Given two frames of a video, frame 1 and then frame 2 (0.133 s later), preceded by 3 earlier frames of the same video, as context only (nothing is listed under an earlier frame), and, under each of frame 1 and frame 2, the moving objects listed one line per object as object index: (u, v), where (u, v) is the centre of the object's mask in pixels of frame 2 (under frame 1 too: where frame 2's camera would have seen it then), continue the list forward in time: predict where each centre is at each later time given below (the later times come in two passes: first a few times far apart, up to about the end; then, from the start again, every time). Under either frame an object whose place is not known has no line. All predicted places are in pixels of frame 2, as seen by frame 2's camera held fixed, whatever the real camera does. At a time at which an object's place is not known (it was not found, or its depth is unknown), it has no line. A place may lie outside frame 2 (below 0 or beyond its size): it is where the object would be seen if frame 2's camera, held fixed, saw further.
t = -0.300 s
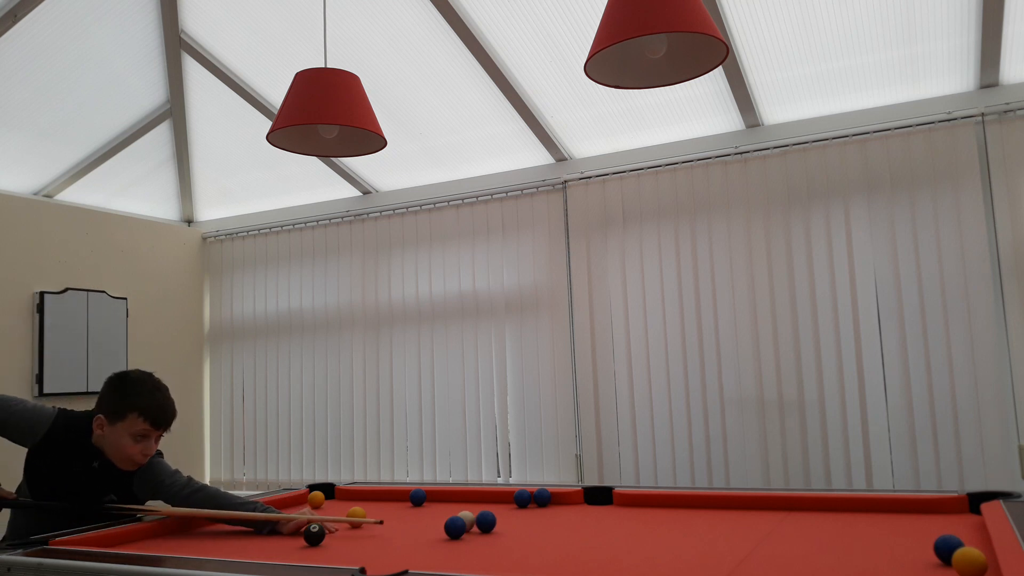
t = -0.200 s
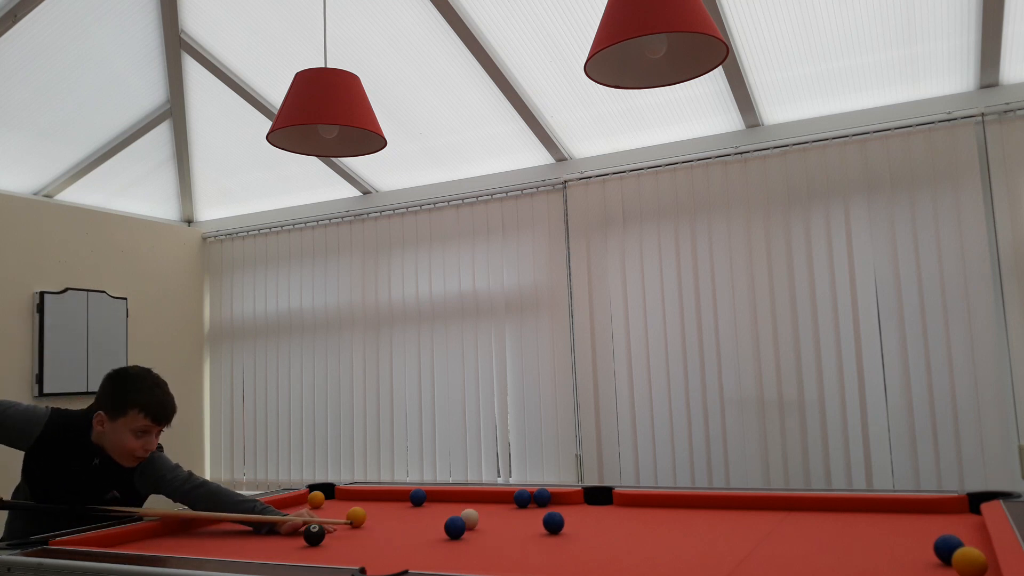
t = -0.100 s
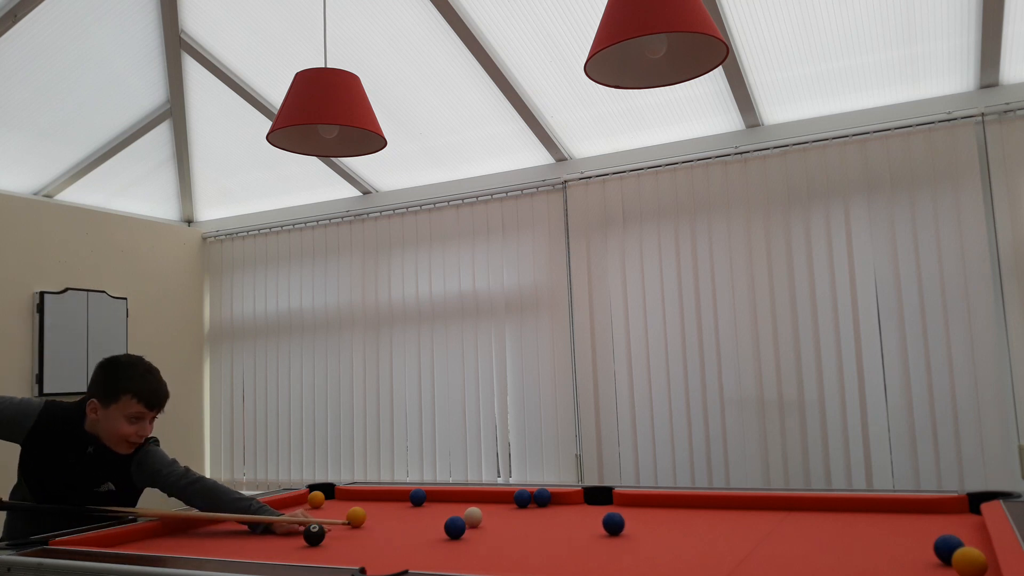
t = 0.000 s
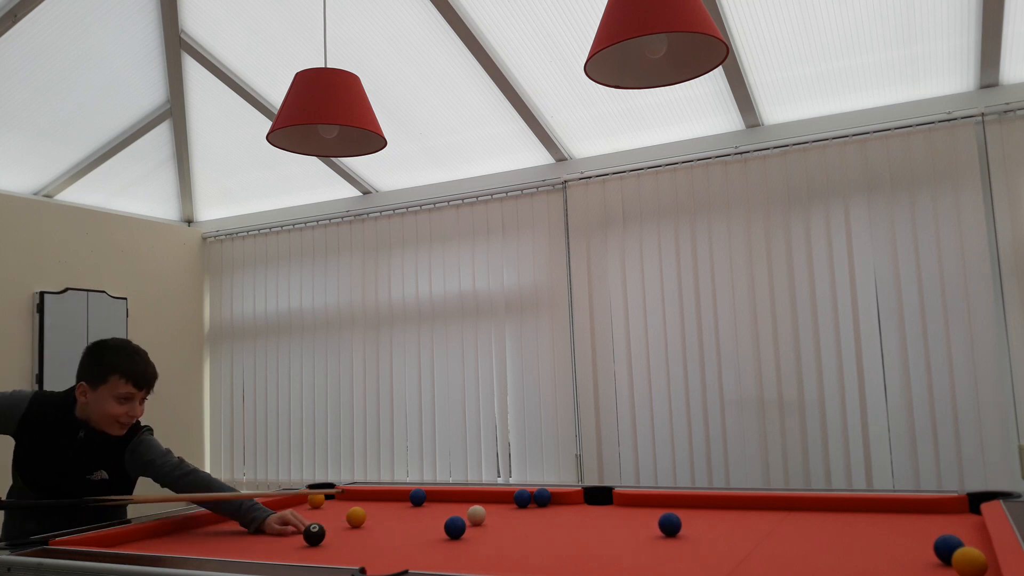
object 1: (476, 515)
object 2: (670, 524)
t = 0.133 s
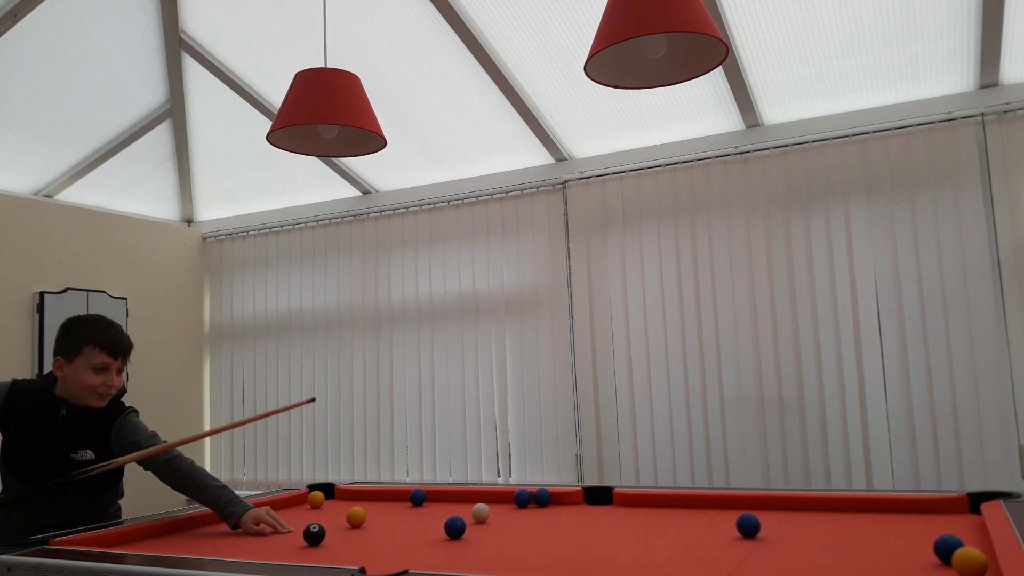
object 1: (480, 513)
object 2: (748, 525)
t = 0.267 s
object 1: (484, 511)
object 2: (831, 527)
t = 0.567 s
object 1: (489, 506)
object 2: (925, 526)
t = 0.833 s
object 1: (492, 503)
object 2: (808, 520)
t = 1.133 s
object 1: (494, 500)
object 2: (699, 514)
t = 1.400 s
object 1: (495, 498)
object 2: (617, 510)
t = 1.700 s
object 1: (495, 496)
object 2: (537, 505)
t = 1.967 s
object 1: (494, 497)
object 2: (475, 502)
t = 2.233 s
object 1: (493, 497)
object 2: (421, 500)
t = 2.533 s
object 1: (493, 497)
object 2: (363, 499)
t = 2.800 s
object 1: (493, 497)
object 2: (331, 498)
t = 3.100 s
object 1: (493, 497)
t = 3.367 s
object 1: (493, 497)
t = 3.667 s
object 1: (493, 497)
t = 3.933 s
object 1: (493, 497)
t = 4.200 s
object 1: (493, 497)
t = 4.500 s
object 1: (493, 497)
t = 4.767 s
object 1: (493, 497)
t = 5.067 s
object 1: (493, 497)
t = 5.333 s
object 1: (493, 497)
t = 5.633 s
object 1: (493, 497)
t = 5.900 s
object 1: (493, 497)
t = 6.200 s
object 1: (493, 497)
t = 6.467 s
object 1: (493, 497)
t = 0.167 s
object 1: (481, 512)
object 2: (769, 526)
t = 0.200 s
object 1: (482, 512)
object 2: (789, 526)
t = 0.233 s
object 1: (483, 511)
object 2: (809, 526)
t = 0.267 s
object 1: (484, 511)
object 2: (831, 527)
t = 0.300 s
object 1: (484, 510)
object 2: (852, 527)
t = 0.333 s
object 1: (485, 510)
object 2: (873, 527)
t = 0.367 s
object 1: (486, 509)
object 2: (895, 528)
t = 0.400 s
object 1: (487, 509)
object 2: (918, 528)
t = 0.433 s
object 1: (487, 508)
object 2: (939, 526)
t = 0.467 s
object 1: (488, 508)
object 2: (963, 528)
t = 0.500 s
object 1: (488, 507)
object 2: (963, 527)
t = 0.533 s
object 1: (488, 507)
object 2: (942, 525)
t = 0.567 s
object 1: (489, 506)
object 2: (925, 526)
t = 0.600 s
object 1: (490, 506)
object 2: (909, 525)
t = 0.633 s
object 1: (490, 506)
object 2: (893, 524)
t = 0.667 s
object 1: (490, 505)
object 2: (879, 524)
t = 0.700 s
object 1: (491, 505)
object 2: (864, 523)
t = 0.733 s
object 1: (491, 504)
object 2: (849, 522)
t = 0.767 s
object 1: (491, 504)
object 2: (836, 521)
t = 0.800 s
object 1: (492, 504)
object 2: (822, 521)
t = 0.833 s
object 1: (492, 503)
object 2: (808, 520)
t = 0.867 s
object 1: (492, 503)
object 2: (795, 519)
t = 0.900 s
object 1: (493, 503)
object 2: (782, 519)
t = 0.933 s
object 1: (493, 502)
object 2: (770, 518)
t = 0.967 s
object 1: (493, 502)
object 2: (757, 517)
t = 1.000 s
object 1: (493, 502)
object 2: (745, 517)
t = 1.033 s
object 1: (493, 501)
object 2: (733, 516)
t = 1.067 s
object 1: (493, 501)
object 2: (722, 516)
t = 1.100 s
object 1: (494, 501)
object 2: (711, 515)
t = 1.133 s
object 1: (494, 500)
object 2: (699, 514)
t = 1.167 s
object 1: (494, 500)
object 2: (688, 514)
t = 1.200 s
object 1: (494, 500)
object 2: (677, 513)
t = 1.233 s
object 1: (494, 500)
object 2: (667, 512)
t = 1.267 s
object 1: (494, 499)
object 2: (656, 512)
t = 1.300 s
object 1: (494, 499)
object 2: (646, 511)
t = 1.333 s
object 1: (494, 499)
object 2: (636, 511)
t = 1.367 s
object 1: (495, 499)
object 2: (626, 510)
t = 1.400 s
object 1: (495, 498)
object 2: (617, 510)
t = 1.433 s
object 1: (495, 498)
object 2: (607, 509)
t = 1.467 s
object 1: (495, 498)
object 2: (598, 509)
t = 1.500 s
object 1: (495, 498)
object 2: (588, 508)
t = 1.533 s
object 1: (495, 497)
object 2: (579, 508)
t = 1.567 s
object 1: (495, 497)
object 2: (571, 507)
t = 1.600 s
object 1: (495, 497)
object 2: (562, 507)
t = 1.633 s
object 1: (495, 497)
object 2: (553, 506)
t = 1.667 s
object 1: (495, 497)
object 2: (545, 506)
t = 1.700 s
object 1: (495, 496)
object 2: (537, 505)
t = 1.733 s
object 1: (495, 496)
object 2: (529, 505)
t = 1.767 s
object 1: (495, 497)
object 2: (521, 505)
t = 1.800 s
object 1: (495, 497)
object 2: (513, 504)
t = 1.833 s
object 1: (493, 496)
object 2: (505, 504)
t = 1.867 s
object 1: (493, 493)
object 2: (498, 504)
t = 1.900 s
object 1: (496, 493)
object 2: (490, 503)
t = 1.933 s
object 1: (496, 496)
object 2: (483, 503)
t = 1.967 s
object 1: (494, 497)
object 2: (475, 502)
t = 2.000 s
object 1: (494, 497)
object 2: (468, 502)
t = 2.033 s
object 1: (494, 497)
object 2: (461, 502)
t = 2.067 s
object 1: (494, 497)
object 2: (454, 502)
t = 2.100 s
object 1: (494, 497)
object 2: (447, 501)
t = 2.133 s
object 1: (494, 497)
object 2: (441, 501)
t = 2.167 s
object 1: (493, 497)
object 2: (434, 501)
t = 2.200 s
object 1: (493, 497)
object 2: (428, 500)
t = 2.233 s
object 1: (493, 497)
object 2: (421, 500)
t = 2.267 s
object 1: (493, 497)
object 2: (415, 499)
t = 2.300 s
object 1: (493, 497)
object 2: (408, 500)
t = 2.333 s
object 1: (493, 497)
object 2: (401, 500)
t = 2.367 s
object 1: (493, 497)
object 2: (394, 500)
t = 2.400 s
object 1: (493, 497)
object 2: (388, 499)
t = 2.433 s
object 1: (493, 497)
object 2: (381, 499)
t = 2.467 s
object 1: (493, 497)
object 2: (375, 499)
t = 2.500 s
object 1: (493, 497)
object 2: (369, 499)
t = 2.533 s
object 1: (493, 497)
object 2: (363, 499)
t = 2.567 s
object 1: (493, 497)
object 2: (356, 499)
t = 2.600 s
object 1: (493, 497)
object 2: (350, 499)
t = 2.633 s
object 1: (493, 497)
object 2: (344, 499)
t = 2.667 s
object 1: (493, 497)
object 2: (338, 499)
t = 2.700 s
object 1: (493, 497)
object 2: (332, 499)
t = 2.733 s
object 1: (493, 497)
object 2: (332, 499)
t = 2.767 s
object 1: (493, 497)
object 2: (332, 498)
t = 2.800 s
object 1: (493, 497)
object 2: (331, 498)
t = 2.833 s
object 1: (493, 497)
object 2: (330, 498)
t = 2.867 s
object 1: (493, 497)
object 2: (329, 498)
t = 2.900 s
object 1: (493, 497)
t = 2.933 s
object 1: (493, 497)
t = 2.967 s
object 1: (493, 497)
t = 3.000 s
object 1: (493, 497)
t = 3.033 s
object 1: (493, 497)
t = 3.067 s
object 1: (493, 497)
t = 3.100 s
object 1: (493, 497)
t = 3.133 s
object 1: (493, 497)
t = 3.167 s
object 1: (493, 497)
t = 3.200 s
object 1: (493, 497)
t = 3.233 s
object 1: (493, 497)
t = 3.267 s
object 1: (493, 497)
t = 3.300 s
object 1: (493, 497)
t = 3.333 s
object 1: (493, 497)
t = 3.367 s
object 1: (493, 497)
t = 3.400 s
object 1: (493, 497)
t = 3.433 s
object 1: (493, 497)
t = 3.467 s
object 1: (493, 497)
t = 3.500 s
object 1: (493, 497)
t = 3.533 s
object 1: (493, 497)
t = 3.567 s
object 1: (493, 497)
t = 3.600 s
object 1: (493, 497)
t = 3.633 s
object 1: (493, 497)
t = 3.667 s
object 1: (493, 497)
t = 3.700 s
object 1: (493, 497)
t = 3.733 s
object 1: (493, 497)
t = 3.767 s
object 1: (493, 497)
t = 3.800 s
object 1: (493, 497)
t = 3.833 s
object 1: (493, 497)
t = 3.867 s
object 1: (493, 497)
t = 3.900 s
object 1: (493, 497)
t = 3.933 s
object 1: (493, 497)
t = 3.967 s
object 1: (493, 497)
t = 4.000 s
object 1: (493, 497)
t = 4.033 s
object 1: (493, 497)
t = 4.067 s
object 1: (493, 497)
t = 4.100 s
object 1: (493, 497)
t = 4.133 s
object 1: (493, 497)
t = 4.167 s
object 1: (493, 497)
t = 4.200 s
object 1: (493, 497)
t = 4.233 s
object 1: (493, 497)
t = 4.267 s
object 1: (493, 497)
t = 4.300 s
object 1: (493, 497)
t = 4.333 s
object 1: (493, 497)
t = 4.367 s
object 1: (493, 497)
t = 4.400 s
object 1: (493, 497)
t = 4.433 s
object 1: (493, 497)
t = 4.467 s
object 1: (493, 497)
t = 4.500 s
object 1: (493, 497)
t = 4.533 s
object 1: (493, 497)
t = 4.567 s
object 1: (493, 497)
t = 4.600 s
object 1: (493, 497)
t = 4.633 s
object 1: (493, 497)
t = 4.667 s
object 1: (493, 497)
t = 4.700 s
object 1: (493, 497)
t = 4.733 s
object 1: (493, 497)
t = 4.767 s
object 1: (493, 497)
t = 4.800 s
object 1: (493, 497)
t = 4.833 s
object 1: (493, 497)
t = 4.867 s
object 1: (493, 497)
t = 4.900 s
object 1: (493, 497)
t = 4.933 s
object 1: (493, 497)
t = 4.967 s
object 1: (493, 497)
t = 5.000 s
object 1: (493, 497)
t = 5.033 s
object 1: (493, 497)
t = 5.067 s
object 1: (493, 497)
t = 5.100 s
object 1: (493, 497)
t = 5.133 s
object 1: (493, 497)
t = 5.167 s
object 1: (493, 497)
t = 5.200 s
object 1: (493, 497)
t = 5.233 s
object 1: (493, 497)
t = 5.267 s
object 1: (493, 497)
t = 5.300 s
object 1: (493, 497)
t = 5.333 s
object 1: (493, 497)
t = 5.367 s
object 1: (493, 497)
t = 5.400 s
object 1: (493, 497)
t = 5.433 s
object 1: (493, 497)
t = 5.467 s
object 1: (493, 497)
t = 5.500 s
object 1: (493, 497)
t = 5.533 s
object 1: (493, 497)
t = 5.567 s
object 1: (493, 497)
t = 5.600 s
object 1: (493, 497)
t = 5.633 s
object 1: (493, 497)
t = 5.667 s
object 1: (493, 497)
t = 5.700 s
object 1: (493, 497)
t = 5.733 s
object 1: (493, 497)
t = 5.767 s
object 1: (493, 497)
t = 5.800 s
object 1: (493, 497)
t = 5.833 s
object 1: (493, 497)
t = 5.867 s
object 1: (493, 497)
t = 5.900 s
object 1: (493, 497)
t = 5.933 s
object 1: (493, 497)
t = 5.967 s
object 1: (493, 497)
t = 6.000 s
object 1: (493, 497)
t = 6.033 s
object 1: (493, 497)
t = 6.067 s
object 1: (493, 497)
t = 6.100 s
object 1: (493, 497)
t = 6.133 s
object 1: (493, 497)
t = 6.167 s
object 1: (493, 497)
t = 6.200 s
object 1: (493, 497)
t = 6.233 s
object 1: (493, 497)
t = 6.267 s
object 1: (493, 497)
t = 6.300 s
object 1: (493, 497)
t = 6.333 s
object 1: (493, 497)
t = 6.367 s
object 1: (493, 497)
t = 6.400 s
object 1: (493, 497)
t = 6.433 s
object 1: (493, 497)
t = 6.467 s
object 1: (493, 497)
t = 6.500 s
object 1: (493, 497)
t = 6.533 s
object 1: (493, 497)
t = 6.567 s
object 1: (493, 497)
